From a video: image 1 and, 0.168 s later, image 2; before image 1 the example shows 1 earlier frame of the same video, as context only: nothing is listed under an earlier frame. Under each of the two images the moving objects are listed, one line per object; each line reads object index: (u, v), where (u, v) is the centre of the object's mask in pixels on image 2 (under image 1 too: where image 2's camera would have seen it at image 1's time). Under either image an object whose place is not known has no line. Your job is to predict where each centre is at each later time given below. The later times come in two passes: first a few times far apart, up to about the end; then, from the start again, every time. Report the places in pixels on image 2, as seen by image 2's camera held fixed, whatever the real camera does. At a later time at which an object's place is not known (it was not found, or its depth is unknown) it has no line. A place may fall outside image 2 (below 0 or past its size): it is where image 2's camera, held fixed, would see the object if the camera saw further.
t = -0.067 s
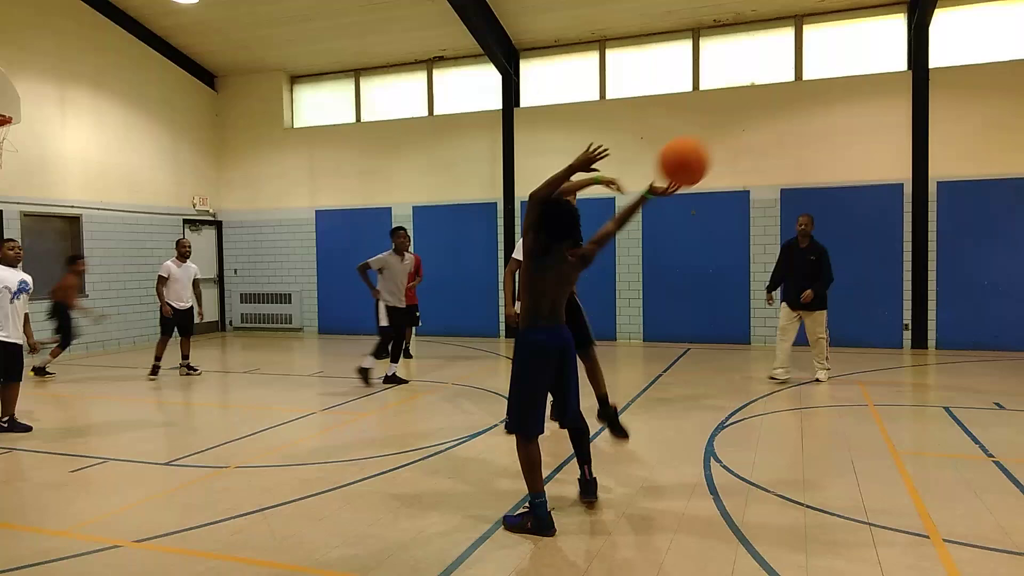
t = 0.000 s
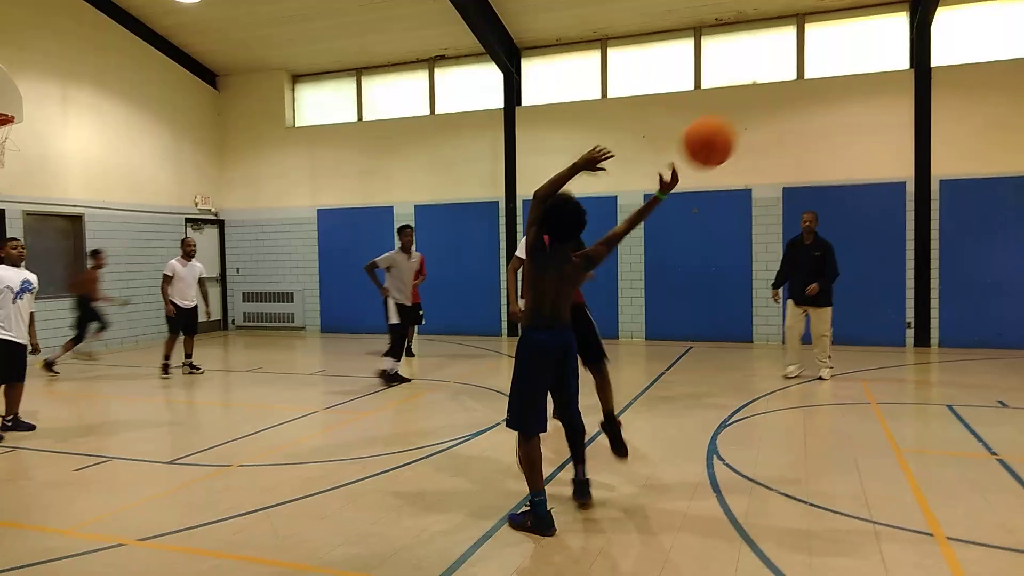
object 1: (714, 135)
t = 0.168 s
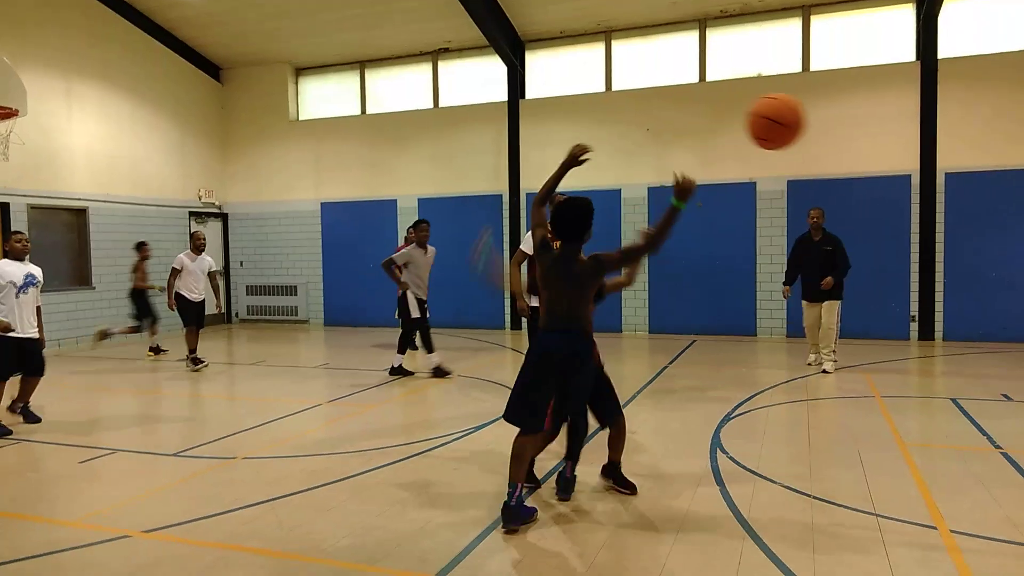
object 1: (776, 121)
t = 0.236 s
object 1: (802, 133)
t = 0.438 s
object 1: (894, 242)
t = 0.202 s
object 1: (789, 125)
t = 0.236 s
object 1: (802, 133)
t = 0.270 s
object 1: (815, 143)
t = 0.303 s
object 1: (830, 157)
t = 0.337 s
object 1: (847, 174)
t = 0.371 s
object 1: (863, 195)
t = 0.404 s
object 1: (877, 216)
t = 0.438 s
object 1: (894, 242)
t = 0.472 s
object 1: (910, 273)
